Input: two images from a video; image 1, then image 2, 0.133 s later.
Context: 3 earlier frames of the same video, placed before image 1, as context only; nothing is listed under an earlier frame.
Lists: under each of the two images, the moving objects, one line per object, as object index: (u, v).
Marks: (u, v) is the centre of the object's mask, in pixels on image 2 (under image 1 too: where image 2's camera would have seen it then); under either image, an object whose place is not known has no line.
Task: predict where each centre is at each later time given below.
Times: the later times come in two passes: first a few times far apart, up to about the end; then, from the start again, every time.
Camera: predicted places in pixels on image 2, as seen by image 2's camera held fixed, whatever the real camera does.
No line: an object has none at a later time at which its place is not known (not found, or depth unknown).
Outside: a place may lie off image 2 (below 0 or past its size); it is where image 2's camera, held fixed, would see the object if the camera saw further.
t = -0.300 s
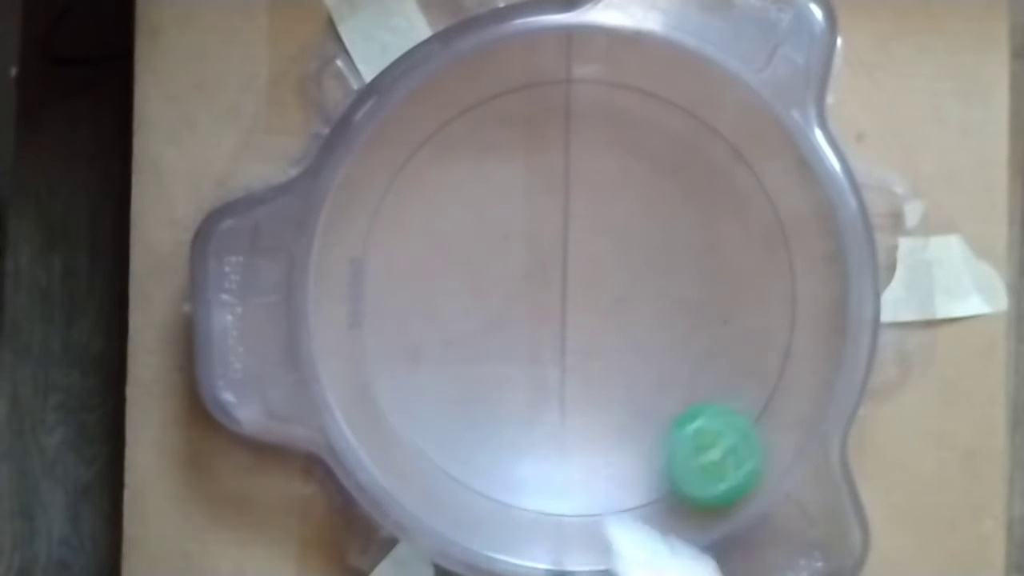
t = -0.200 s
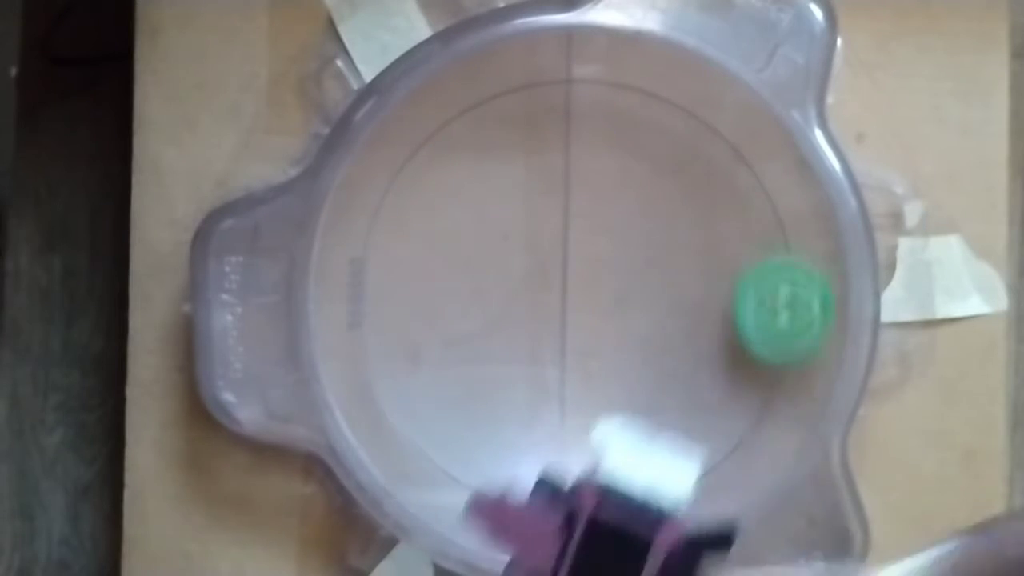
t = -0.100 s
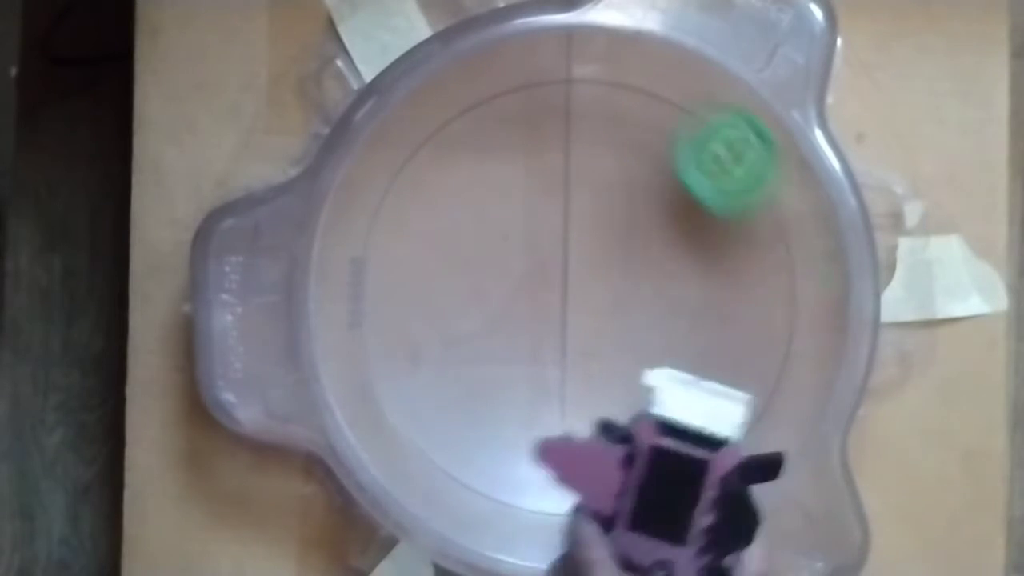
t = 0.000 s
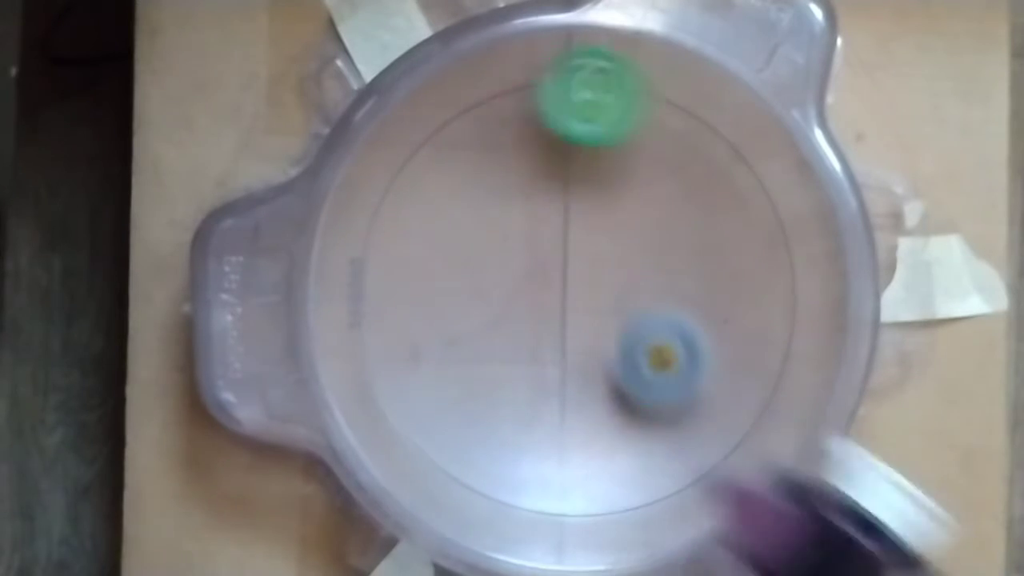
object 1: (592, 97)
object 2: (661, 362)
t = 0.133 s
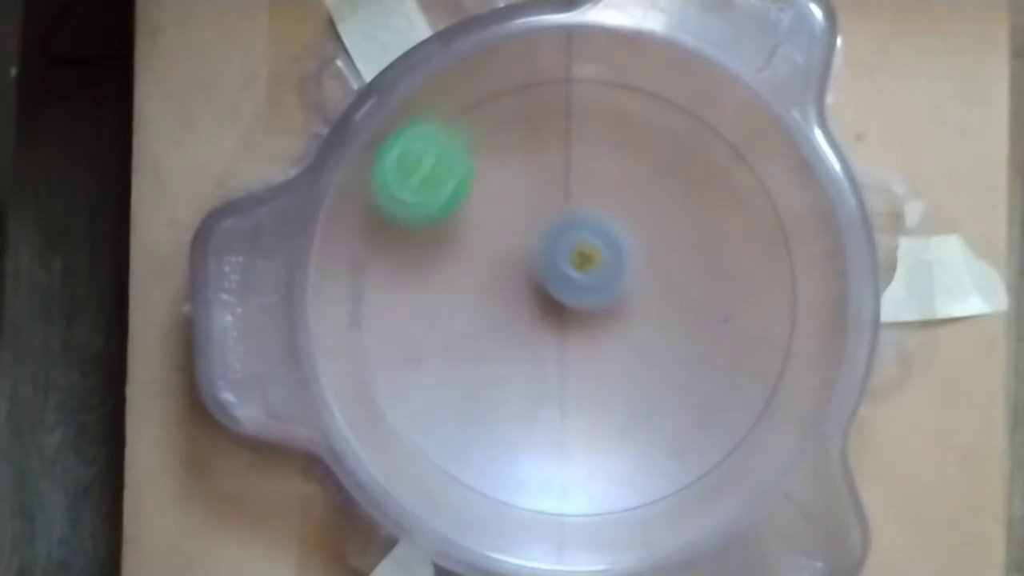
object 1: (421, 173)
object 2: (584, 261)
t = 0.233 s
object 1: (375, 309)
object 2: (526, 223)
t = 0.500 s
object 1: (668, 485)
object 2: (564, 171)
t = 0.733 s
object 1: (751, 192)
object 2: (542, 284)
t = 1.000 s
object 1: (442, 157)
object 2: (442, 269)
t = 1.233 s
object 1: (392, 304)
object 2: (522, 362)
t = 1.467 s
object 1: (524, 387)
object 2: (580, 508)
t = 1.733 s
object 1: (556, 201)
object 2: (766, 472)
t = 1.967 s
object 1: (665, 342)
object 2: (756, 278)
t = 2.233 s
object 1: (740, 289)
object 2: (570, 171)
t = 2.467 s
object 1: (625, 265)
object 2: (526, 256)
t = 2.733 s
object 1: (698, 276)
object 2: (403, 317)
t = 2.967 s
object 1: (638, 291)
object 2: (525, 201)
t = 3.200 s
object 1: (574, 364)
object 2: (719, 205)
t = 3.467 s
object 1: (567, 403)
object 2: (671, 402)
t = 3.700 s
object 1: (321, 341)
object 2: (644, 423)
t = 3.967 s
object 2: (602, 293)
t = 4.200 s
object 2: (647, 186)
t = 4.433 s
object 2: (666, 215)
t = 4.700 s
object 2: (551, 284)
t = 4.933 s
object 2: (453, 277)
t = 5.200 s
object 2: (491, 270)
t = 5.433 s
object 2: (571, 342)
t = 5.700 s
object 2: (596, 419)
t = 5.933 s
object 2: (589, 378)
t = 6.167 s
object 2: (627, 279)
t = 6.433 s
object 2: (677, 235)
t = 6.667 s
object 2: (635, 261)
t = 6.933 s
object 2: (522, 277)
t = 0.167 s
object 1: (394, 215)
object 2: (558, 247)
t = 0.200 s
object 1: (379, 260)
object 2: (539, 235)
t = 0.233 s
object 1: (375, 309)
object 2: (526, 223)
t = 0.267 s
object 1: (383, 357)
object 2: (516, 210)
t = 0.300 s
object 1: (400, 398)
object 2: (513, 195)
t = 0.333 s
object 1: (428, 438)
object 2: (515, 182)
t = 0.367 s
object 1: (462, 469)
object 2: (520, 168)
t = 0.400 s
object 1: (510, 494)
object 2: (527, 162)
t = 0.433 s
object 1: (564, 503)
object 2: (539, 159)
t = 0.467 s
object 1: (620, 501)
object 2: (552, 161)
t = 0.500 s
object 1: (668, 485)
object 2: (564, 171)
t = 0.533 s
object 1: (709, 458)
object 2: (574, 185)
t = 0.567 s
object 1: (744, 422)
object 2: (579, 200)
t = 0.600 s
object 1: (768, 379)
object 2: (579, 218)
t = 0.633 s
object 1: (781, 332)
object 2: (576, 237)
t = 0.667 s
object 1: (782, 281)
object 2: (568, 255)
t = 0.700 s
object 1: (773, 234)
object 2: (556, 271)
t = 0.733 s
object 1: (751, 192)
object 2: (542, 284)
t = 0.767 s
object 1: (722, 154)
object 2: (526, 296)
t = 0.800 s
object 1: (686, 125)
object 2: (507, 303)
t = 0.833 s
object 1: (645, 106)
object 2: (490, 305)
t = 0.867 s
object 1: (602, 98)
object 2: (474, 302)
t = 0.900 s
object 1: (556, 100)
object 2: (462, 298)
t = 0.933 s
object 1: (513, 111)
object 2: (452, 291)
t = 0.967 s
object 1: (474, 130)
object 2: (446, 281)
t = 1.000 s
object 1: (442, 157)
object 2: (442, 269)
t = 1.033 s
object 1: (409, 162)
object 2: (449, 275)
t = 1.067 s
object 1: (375, 164)
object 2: (460, 287)
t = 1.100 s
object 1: (370, 189)
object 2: (469, 296)
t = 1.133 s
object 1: (376, 218)
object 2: (479, 310)
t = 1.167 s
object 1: (389, 251)
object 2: (484, 323)
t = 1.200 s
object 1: (402, 282)
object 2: (491, 338)
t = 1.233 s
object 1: (392, 304)
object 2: (522, 362)
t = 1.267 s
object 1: (391, 326)
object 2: (548, 389)
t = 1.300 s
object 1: (399, 349)
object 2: (566, 416)
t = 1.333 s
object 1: (415, 371)
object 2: (577, 449)
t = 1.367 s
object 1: (437, 388)
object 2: (583, 479)
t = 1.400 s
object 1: (465, 401)
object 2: (581, 508)
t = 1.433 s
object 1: (498, 408)
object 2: (575, 504)
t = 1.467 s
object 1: (524, 387)
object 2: (580, 508)
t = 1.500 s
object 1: (519, 298)
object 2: (609, 527)
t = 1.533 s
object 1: (514, 218)
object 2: (642, 539)
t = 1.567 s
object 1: (506, 143)
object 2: (669, 542)
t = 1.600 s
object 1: (500, 88)
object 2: (695, 540)
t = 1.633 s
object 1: (506, 81)
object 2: (717, 534)
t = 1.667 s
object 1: (524, 119)
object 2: (739, 516)
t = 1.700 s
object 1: (542, 160)
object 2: (754, 497)
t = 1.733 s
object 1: (556, 201)
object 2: (766, 472)
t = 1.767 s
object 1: (569, 240)
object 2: (774, 449)
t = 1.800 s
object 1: (580, 271)
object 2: (782, 424)
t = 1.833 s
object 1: (592, 297)
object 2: (786, 395)
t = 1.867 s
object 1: (607, 317)
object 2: (787, 366)
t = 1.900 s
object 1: (626, 331)
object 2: (784, 336)
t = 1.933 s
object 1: (645, 339)
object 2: (773, 305)
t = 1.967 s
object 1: (665, 342)
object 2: (756, 278)
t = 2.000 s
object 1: (684, 343)
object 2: (737, 249)
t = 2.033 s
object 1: (702, 341)
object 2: (714, 227)
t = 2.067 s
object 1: (716, 337)
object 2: (692, 208)
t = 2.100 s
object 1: (727, 331)
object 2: (665, 190)
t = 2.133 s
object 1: (737, 323)
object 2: (640, 180)
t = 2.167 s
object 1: (742, 312)
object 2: (615, 172)
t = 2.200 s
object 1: (744, 301)
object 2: (592, 168)
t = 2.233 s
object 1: (740, 289)
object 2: (570, 171)
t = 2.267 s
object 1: (732, 278)
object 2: (551, 177)
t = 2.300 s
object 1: (720, 269)
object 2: (538, 185)
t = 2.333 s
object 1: (704, 262)
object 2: (528, 197)
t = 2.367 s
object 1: (686, 259)
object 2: (522, 209)
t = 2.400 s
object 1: (666, 259)
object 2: (521, 225)
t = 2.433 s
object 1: (644, 261)
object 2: (523, 240)
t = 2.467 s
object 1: (625, 265)
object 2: (526, 256)
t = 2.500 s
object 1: (637, 275)
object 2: (502, 272)
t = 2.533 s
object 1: (655, 282)
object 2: (471, 286)
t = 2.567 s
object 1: (667, 285)
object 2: (445, 298)
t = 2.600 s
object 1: (678, 285)
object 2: (425, 309)
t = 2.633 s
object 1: (686, 283)
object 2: (410, 316)
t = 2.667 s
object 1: (692, 281)
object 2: (402, 320)
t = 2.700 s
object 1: (696, 278)
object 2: (400, 320)
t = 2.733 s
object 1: (698, 276)
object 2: (403, 317)
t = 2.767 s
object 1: (697, 273)
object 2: (411, 310)
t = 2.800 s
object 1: (693, 271)
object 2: (426, 299)
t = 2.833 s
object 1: (685, 271)
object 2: (441, 285)
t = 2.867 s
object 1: (675, 274)
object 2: (460, 267)
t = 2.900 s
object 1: (663, 278)
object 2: (481, 246)
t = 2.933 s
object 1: (650, 283)
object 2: (503, 222)
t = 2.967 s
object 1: (638, 291)
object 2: (525, 201)
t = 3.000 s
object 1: (626, 299)
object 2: (550, 184)
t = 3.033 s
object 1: (615, 309)
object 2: (578, 170)
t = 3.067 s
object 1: (604, 319)
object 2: (611, 162)
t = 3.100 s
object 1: (595, 330)
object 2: (642, 163)
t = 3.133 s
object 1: (587, 341)
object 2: (670, 170)
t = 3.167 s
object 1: (581, 353)
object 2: (696, 185)
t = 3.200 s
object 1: (574, 364)
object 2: (719, 205)
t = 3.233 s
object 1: (570, 375)
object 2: (736, 229)
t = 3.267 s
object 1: (566, 385)
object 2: (746, 255)
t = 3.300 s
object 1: (564, 394)
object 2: (749, 282)
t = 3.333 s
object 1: (563, 400)
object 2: (745, 313)
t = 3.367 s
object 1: (563, 404)
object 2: (736, 341)
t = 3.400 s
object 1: (565, 406)
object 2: (721, 368)
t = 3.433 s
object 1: (567, 405)
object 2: (696, 387)
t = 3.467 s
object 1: (567, 403)
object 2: (671, 402)
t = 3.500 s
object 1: (531, 394)
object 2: (672, 411)
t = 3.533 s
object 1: (480, 385)
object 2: (678, 419)
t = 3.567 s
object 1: (435, 375)
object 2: (676, 425)
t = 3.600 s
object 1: (395, 367)
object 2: (670, 430)
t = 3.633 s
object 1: (366, 359)
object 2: (662, 431)
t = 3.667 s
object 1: (344, 350)
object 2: (653, 429)
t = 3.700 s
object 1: (321, 341)
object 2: (644, 423)
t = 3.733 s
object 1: (303, 330)
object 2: (635, 414)
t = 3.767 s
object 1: (283, 317)
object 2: (625, 401)
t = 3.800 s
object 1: (261, 303)
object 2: (618, 387)
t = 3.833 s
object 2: (612, 369)
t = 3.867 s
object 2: (608, 351)
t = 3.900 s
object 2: (604, 333)
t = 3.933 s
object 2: (602, 312)
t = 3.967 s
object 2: (602, 293)
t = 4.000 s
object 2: (605, 271)
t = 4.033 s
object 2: (609, 251)
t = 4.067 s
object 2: (614, 233)
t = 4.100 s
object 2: (621, 217)
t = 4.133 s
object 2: (630, 204)
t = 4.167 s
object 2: (639, 194)
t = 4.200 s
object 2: (647, 186)
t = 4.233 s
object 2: (655, 182)
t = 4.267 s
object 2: (663, 181)
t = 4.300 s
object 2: (670, 183)
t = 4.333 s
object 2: (674, 187)
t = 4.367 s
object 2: (674, 194)
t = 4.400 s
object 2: (672, 204)
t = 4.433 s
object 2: (666, 215)
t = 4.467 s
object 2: (658, 224)
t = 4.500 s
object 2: (648, 235)
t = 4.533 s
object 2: (635, 246)
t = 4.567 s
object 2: (620, 256)
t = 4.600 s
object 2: (603, 265)
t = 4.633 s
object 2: (586, 273)
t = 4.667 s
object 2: (568, 280)
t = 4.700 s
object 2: (551, 284)
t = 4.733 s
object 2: (533, 287)
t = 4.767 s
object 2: (516, 289)
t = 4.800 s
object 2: (499, 289)
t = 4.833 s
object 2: (483, 289)
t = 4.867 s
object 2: (470, 287)
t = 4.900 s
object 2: (460, 282)
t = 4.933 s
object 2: (453, 277)
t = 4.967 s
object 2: (449, 272)
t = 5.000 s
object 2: (447, 267)
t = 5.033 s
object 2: (448, 263)
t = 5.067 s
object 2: (451, 261)
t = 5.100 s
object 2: (459, 260)
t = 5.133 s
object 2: (469, 260)
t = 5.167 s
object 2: (479, 263)
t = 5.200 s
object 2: (491, 270)
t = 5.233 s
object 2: (503, 276)
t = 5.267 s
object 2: (518, 284)
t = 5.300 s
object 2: (531, 293)
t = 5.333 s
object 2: (541, 305)
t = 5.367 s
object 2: (553, 318)
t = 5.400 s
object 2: (563, 330)
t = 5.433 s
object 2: (571, 342)
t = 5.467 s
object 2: (579, 355)
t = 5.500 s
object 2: (587, 367)
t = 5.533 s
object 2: (593, 382)
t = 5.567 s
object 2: (595, 393)
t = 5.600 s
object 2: (597, 403)
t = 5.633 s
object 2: (597, 411)
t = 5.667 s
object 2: (597, 416)
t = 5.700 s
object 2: (596, 419)
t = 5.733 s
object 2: (594, 419)
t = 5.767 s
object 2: (592, 417)
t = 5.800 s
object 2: (591, 413)
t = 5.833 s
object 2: (591, 407)
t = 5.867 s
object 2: (589, 400)
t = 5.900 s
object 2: (589, 391)
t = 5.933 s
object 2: (589, 378)
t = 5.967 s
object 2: (591, 365)
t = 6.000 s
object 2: (594, 351)
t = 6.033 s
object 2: (600, 336)
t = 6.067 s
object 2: (604, 320)
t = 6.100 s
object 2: (611, 305)
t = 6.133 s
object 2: (619, 292)
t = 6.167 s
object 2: (627, 279)
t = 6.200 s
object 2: (635, 267)
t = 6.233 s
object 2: (643, 257)
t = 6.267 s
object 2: (652, 247)
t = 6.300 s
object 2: (660, 241)
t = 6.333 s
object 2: (667, 237)
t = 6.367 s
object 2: (673, 235)
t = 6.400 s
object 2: (676, 235)
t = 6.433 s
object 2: (677, 235)
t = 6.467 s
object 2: (677, 236)
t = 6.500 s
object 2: (675, 238)
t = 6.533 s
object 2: (672, 242)
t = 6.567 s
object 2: (665, 248)
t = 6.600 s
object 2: (657, 253)
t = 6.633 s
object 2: (646, 257)
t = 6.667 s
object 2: (635, 261)
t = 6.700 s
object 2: (624, 264)
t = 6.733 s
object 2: (610, 268)
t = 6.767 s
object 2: (595, 272)
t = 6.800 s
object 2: (579, 277)
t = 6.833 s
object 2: (562, 277)
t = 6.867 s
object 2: (549, 276)
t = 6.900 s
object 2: (535, 277)
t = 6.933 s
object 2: (522, 277)
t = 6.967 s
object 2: (509, 276)
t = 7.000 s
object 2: (498, 272)
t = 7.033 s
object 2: (490, 268)
